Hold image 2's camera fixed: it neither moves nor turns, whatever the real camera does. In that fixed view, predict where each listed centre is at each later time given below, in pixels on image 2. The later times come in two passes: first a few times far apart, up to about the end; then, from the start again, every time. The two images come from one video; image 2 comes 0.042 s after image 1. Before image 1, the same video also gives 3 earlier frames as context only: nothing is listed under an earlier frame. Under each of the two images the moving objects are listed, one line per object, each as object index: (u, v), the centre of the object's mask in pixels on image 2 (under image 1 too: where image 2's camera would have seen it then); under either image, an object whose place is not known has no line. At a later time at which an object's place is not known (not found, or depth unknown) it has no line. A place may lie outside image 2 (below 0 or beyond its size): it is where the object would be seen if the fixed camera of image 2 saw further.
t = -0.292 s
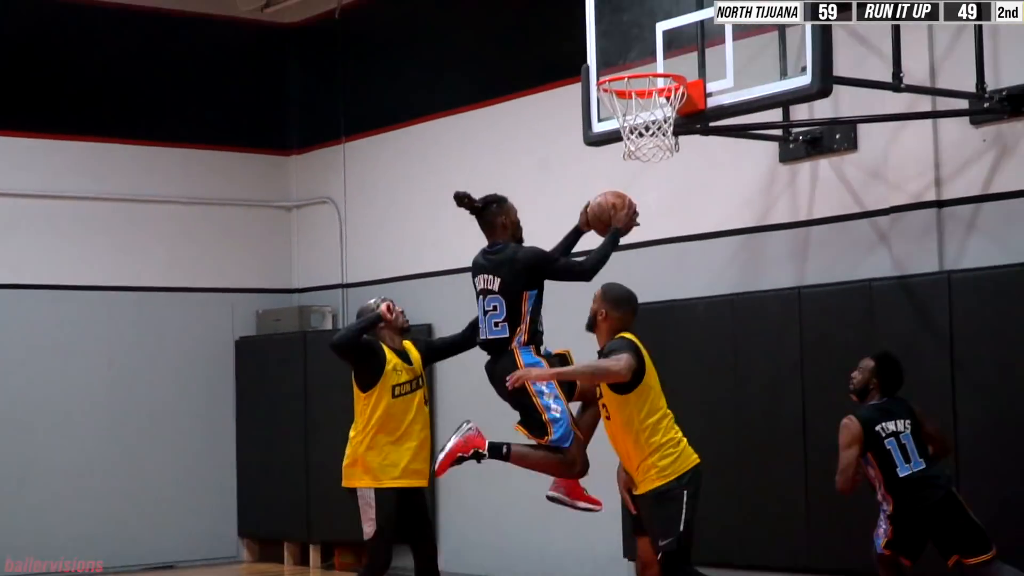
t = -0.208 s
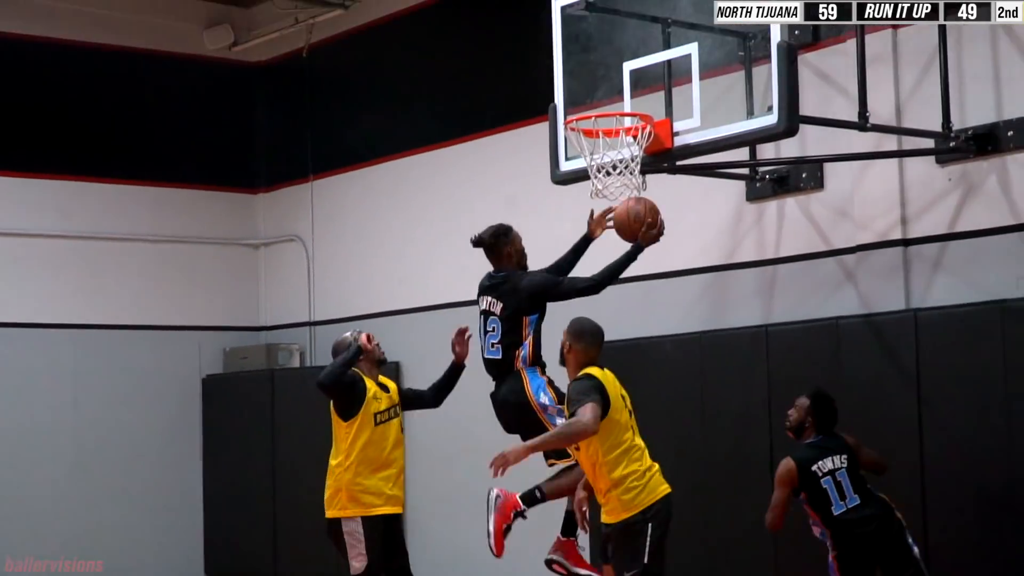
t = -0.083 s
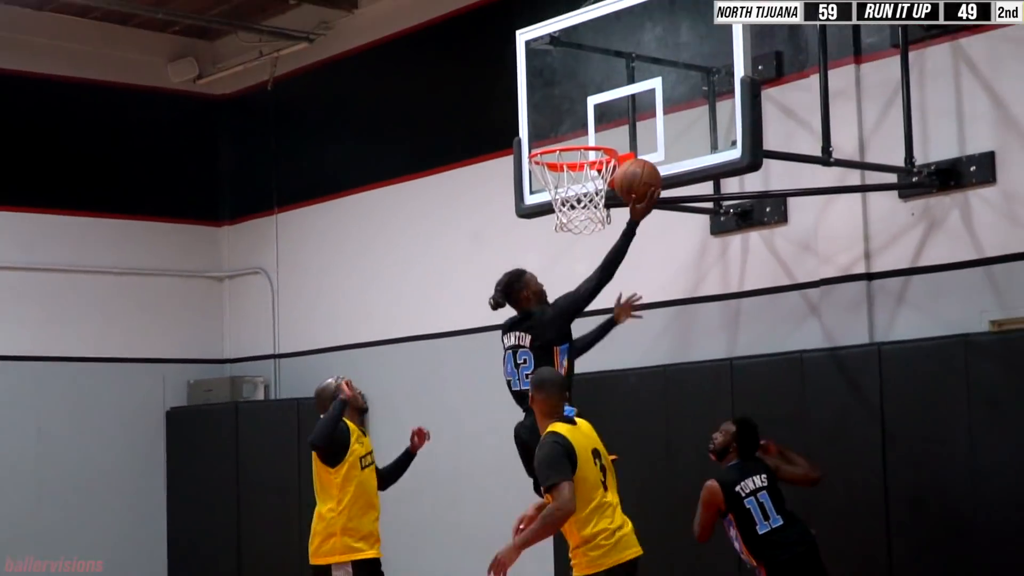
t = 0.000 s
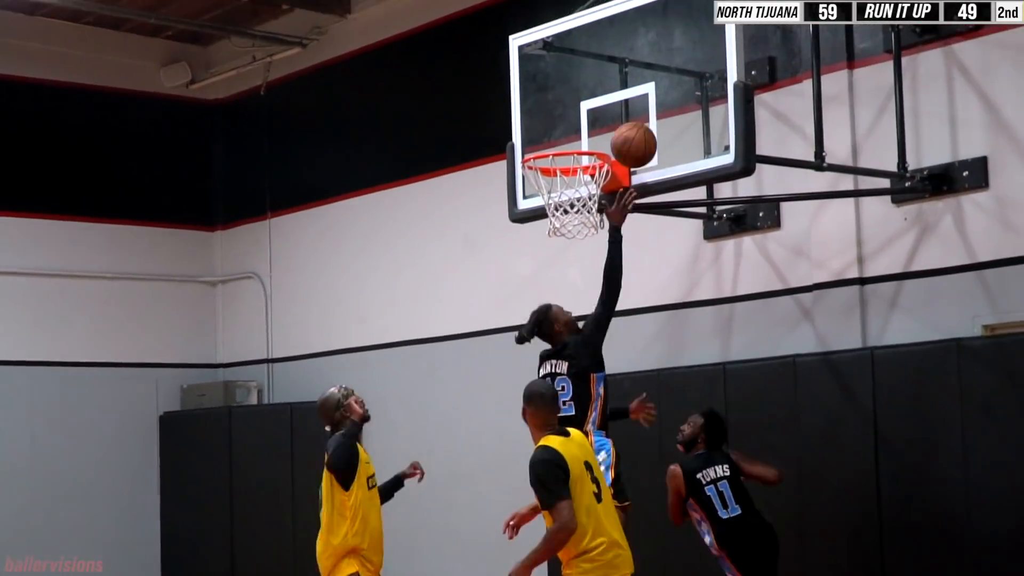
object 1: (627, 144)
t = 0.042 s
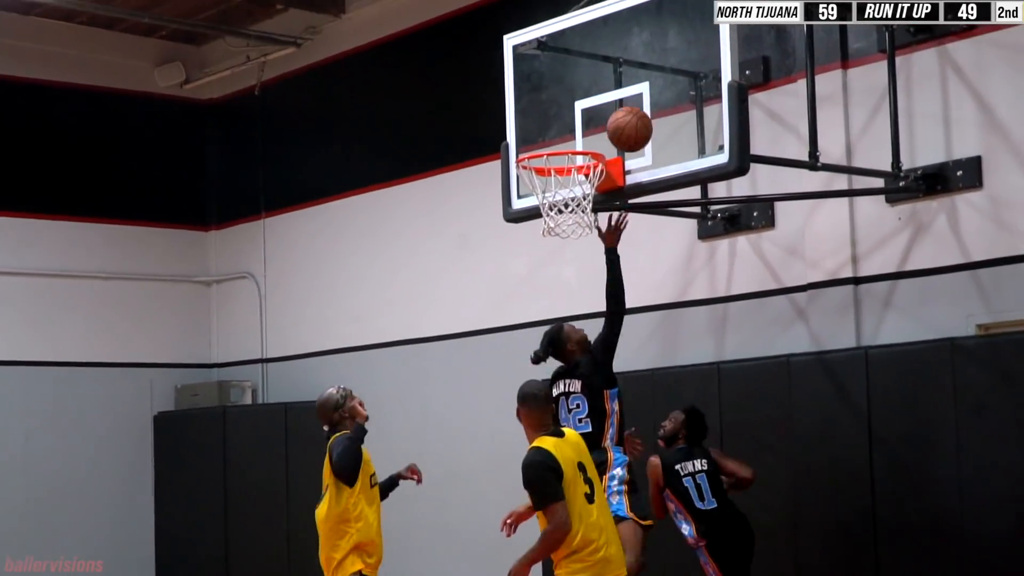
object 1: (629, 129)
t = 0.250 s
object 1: (617, 102)
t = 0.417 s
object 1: (572, 135)
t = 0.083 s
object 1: (631, 118)
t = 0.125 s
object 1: (633, 110)
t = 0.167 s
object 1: (635, 104)
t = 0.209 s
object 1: (628, 102)
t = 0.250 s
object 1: (617, 102)
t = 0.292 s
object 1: (606, 107)
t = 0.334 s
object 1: (594, 113)
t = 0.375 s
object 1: (583, 124)
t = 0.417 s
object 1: (572, 135)
